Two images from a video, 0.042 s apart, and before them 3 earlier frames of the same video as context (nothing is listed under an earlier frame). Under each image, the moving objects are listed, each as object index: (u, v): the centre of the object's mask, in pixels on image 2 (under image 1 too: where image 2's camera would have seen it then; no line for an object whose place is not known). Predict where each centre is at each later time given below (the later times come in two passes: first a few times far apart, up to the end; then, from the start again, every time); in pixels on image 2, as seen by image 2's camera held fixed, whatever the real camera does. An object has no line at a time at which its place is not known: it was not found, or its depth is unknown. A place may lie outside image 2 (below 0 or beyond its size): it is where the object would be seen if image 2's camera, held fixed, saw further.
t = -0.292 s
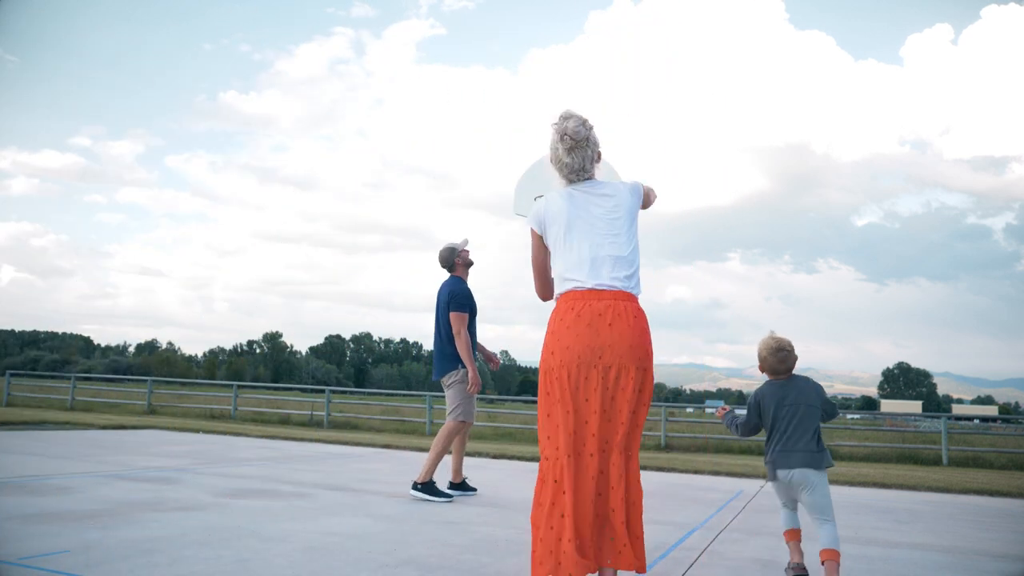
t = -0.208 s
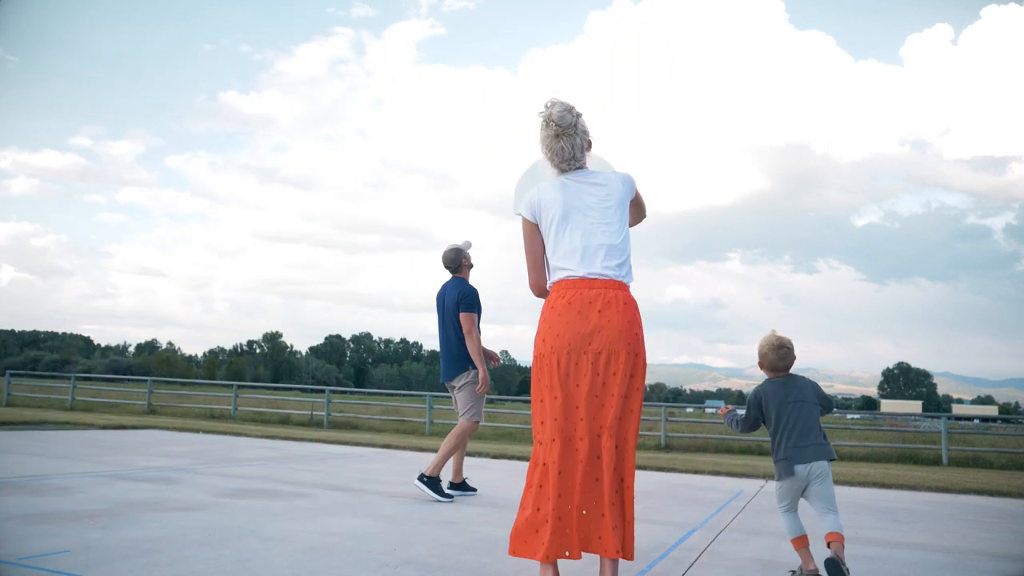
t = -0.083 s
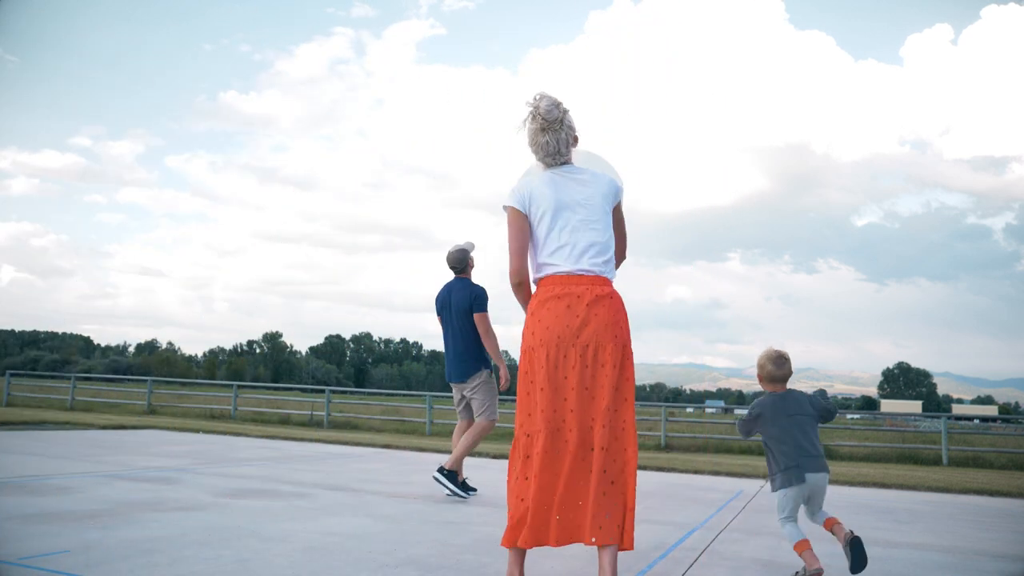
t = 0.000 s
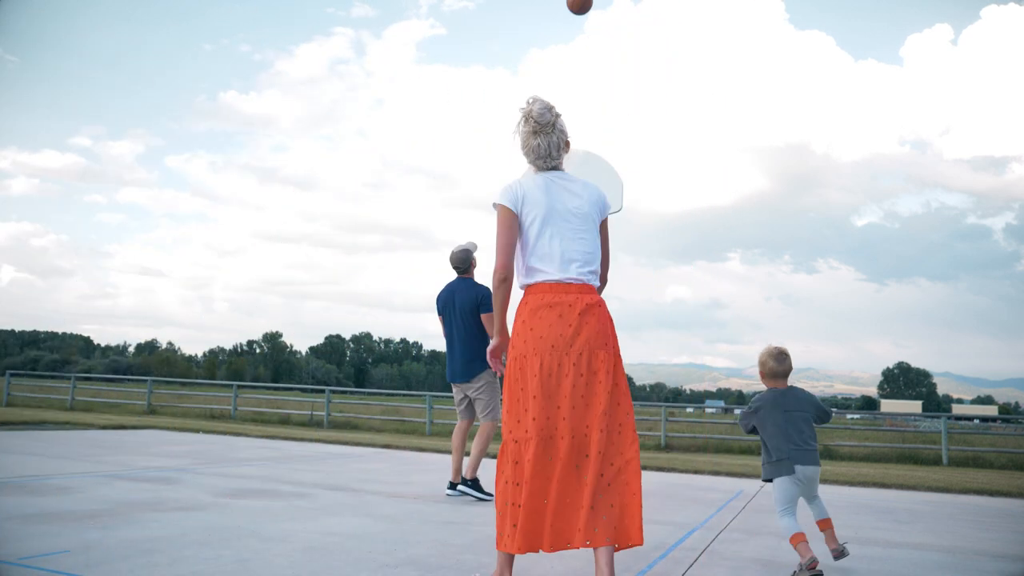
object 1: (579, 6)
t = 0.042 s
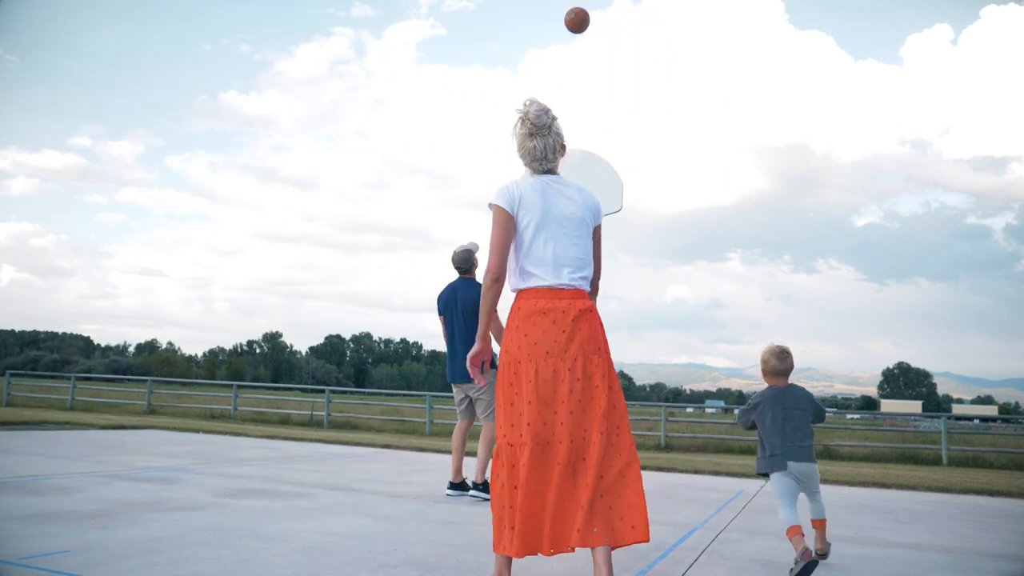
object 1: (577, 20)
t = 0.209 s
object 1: (568, 104)
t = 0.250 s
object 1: (566, 126)
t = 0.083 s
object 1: (575, 40)
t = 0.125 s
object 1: (572, 61)
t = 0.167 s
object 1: (570, 82)
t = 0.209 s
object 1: (568, 104)
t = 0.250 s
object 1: (566, 126)
